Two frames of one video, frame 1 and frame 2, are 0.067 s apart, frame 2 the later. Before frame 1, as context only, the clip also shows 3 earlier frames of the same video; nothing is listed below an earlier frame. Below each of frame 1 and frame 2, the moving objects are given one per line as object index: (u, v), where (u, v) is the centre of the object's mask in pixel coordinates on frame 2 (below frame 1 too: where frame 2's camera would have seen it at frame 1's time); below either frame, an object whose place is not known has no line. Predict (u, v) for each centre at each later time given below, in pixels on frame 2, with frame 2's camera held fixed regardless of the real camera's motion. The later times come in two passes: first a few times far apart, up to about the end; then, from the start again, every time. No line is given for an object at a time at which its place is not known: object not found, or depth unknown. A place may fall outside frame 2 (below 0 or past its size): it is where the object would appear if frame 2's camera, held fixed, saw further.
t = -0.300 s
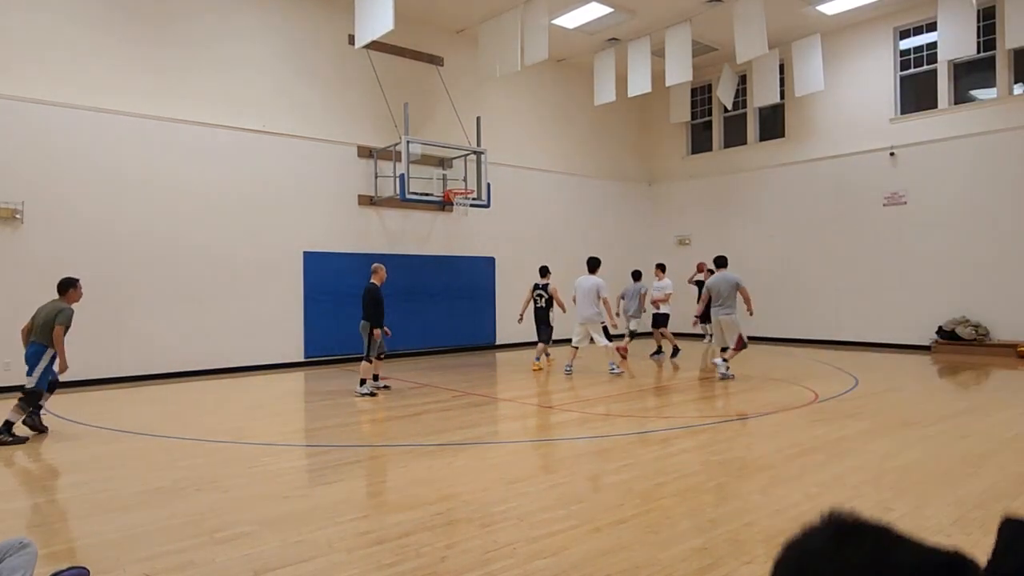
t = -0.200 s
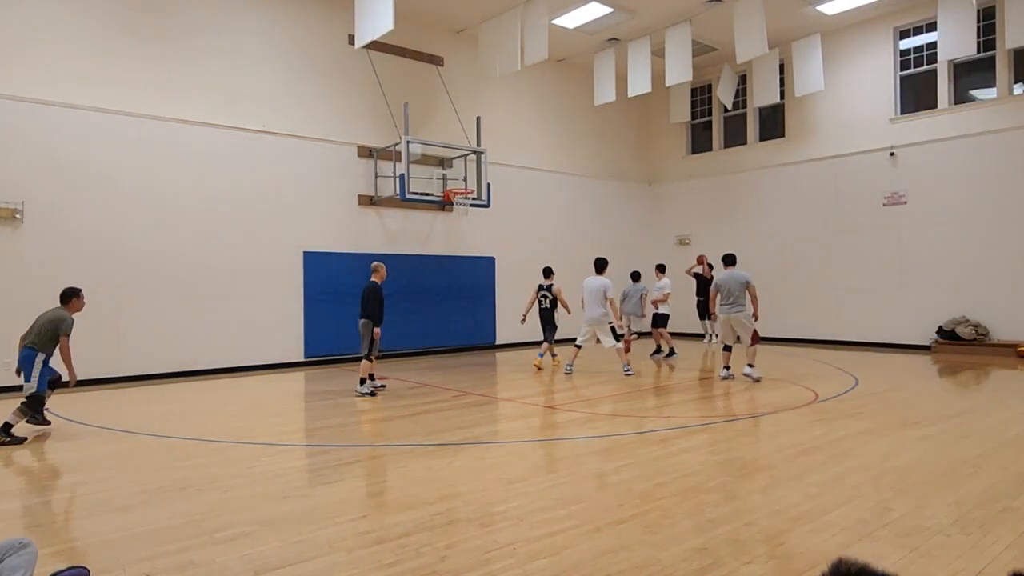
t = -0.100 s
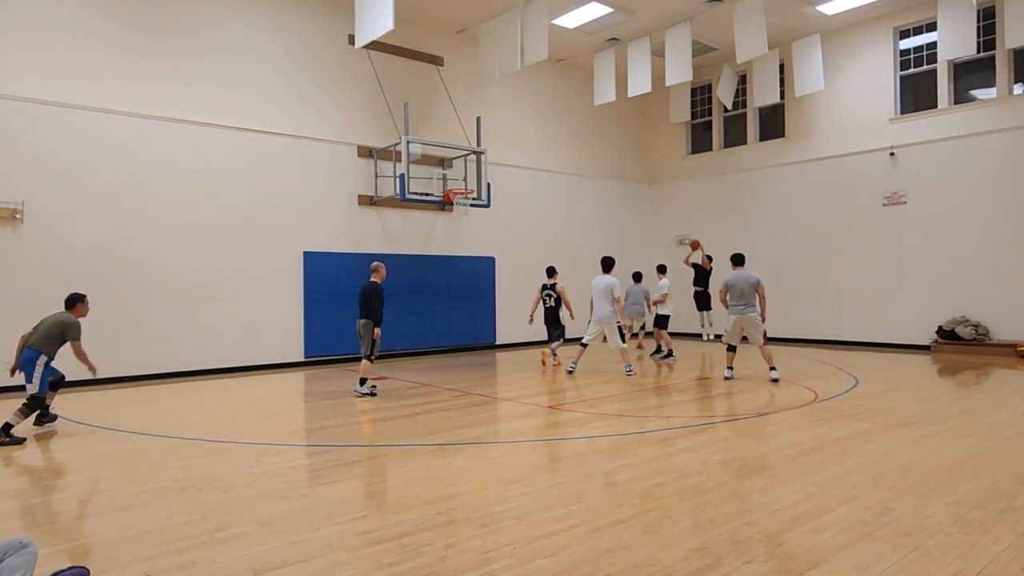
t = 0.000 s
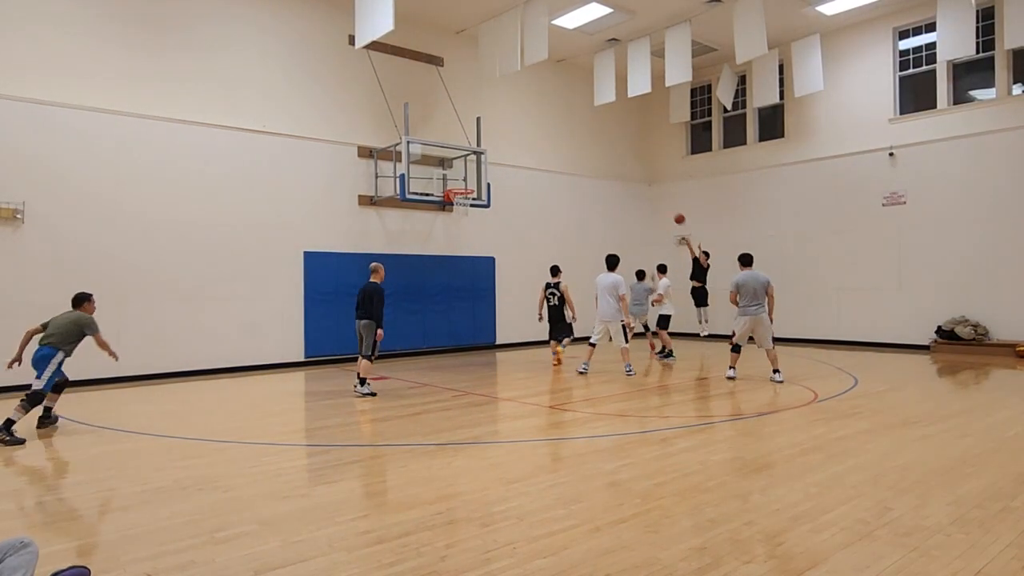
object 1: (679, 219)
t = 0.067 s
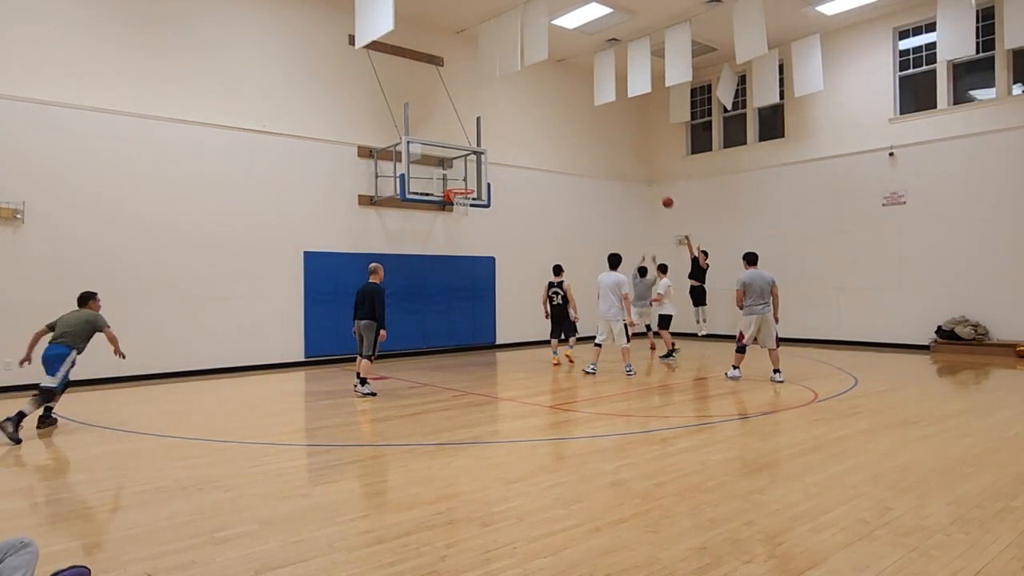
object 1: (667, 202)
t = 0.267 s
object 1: (629, 162)
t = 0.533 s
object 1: (576, 136)
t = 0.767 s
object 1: (526, 139)
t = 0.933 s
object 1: (488, 160)
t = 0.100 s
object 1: (661, 194)
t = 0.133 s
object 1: (655, 187)
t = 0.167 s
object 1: (649, 181)
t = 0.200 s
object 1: (642, 174)
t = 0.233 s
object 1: (636, 168)
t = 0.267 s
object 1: (629, 162)
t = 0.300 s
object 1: (623, 157)
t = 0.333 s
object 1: (616, 153)
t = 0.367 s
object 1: (610, 149)
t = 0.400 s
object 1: (603, 145)
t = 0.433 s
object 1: (596, 142)
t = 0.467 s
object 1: (590, 140)
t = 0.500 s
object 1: (583, 138)
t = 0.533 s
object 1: (576, 136)
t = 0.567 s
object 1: (569, 134)
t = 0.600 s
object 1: (562, 134)
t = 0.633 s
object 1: (555, 134)
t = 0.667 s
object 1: (548, 134)
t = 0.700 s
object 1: (541, 135)
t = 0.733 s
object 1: (533, 137)
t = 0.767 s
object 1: (526, 139)
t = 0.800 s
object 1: (518, 142)
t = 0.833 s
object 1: (511, 146)
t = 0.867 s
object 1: (503, 150)
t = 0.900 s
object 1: (495, 155)
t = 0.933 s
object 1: (488, 160)
